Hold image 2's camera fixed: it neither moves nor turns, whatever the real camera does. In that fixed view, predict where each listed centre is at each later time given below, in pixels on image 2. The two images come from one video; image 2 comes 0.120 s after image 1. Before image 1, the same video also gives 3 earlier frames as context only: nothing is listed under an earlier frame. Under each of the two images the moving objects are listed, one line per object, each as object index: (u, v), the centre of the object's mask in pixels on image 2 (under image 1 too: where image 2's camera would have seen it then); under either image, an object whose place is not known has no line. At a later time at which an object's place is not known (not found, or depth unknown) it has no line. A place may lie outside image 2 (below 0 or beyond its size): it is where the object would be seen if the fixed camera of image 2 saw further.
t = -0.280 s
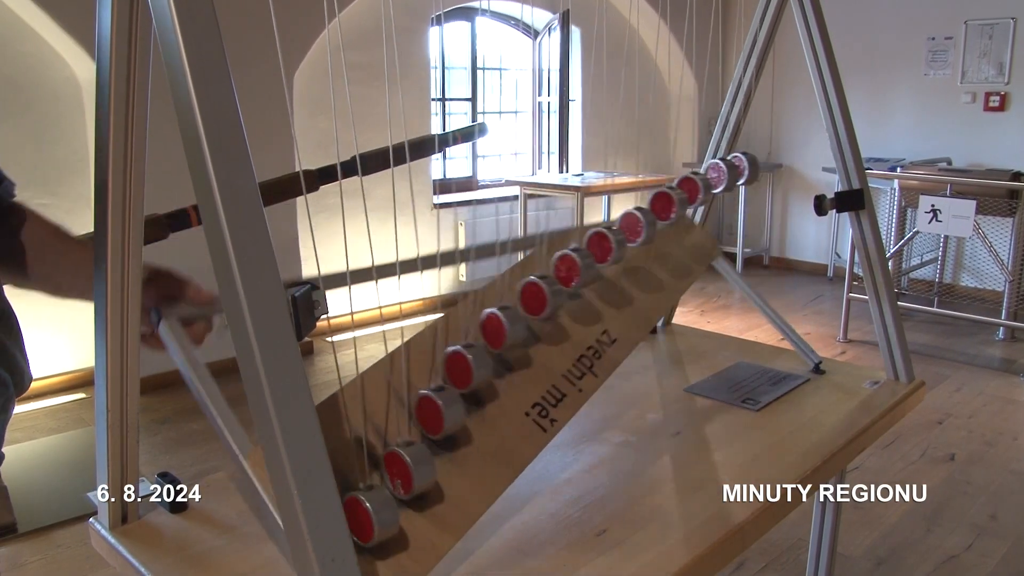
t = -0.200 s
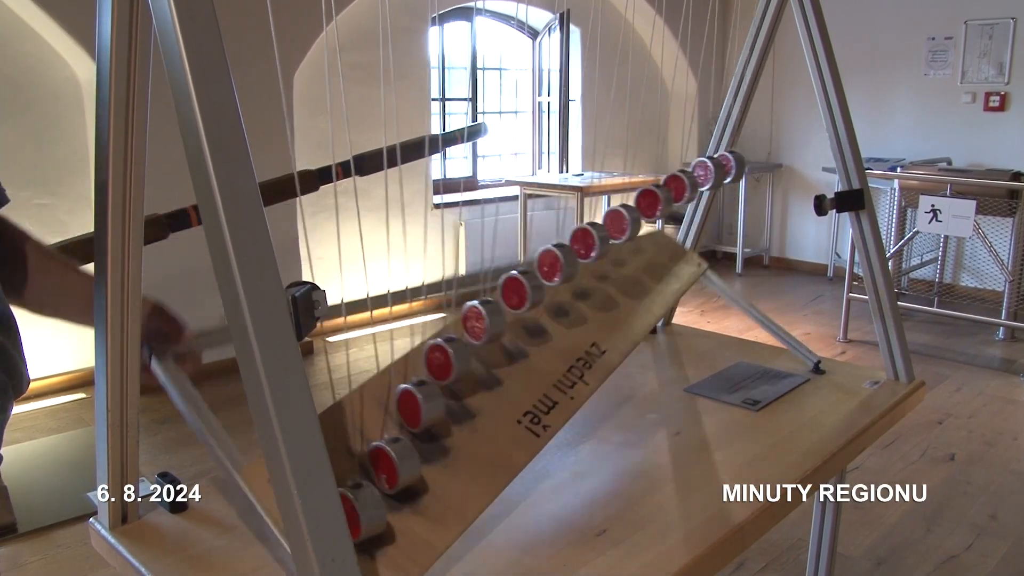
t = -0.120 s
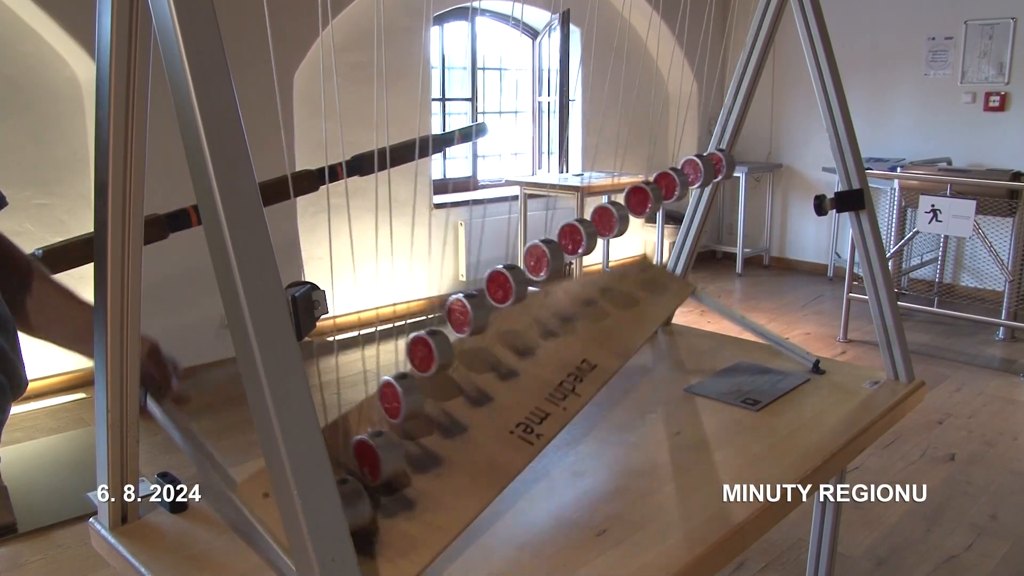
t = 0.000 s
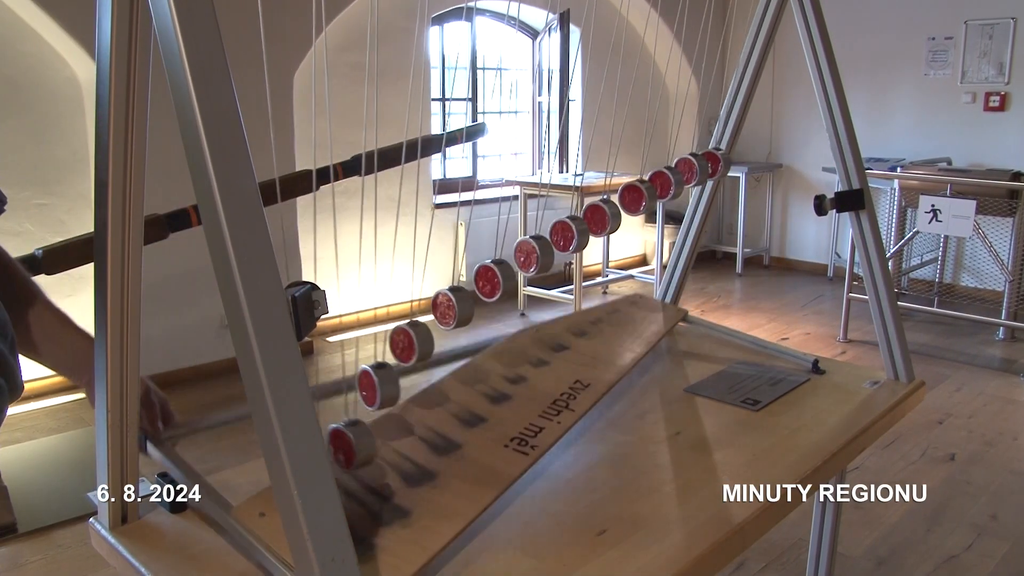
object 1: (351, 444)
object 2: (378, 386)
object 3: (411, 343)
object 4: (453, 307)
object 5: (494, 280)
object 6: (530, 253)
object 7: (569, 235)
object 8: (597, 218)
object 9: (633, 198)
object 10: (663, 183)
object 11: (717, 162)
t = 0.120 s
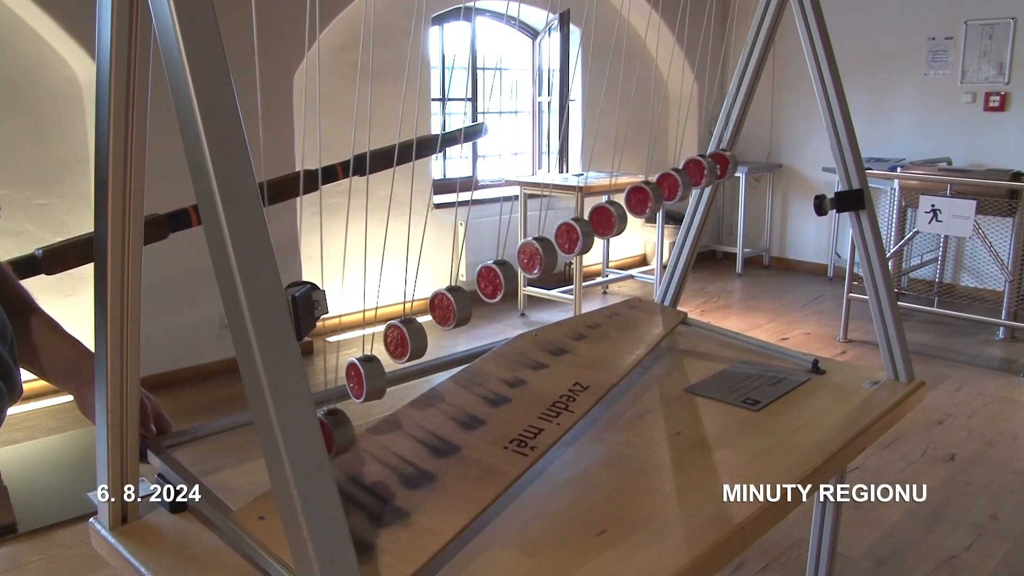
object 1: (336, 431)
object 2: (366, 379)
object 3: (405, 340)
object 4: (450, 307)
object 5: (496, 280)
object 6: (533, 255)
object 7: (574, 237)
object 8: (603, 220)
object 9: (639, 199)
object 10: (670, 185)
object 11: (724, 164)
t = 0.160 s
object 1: (333, 427)
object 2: (364, 378)
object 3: (406, 341)
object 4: (453, 309)
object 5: (499, 282)
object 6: (537, 257)
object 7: (578, 238)
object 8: (608, 222)
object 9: (644, 201)
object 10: (676, 186)
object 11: (729, 164)
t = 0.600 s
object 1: (345, 440)
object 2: (426, 407)
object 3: (495, 373)
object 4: (553, 336)
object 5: (597, 303)
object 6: (631, 274)
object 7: (664, 249)
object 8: (687, 228)
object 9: (717, 205)
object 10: (741, 186)
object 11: (787, 166)
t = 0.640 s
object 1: (352, 445)
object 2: (436, 411)
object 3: (505, 375)
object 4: (561, 336)
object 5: (603, 304)
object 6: (636, 274)
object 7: (668, 248)
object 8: (689, 227)
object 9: (718, 205)
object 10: (741, 186)
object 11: (787, 166)
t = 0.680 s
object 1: (360, 449)
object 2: (446, 413)
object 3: (513, 376)
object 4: (567, 337)
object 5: (608, 303)
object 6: (640, 273)
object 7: (670, 248)
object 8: (690, 227)
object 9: (718, 204)
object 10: (739, 187)
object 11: (785, 166)
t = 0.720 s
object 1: (368, 453)
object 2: (454, 416)
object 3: (520, 377)
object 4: (572, 337)
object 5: (612, 303)
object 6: (642, 273)
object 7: (670, 247)
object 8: (690, 226)
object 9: (716, 204)
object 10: (736, 186)
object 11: (781, 167)
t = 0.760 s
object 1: (377, 456)
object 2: (462, 417)
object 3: (526, 377)
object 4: (574, 337)
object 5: (613, 303)
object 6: (641, 272)
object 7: (668, 248)
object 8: (687, 227)
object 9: (713, 204)
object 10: (733, 186)
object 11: (777, 167)
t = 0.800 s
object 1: (385, 460)
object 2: (470, 419)
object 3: (530, 378)
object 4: (575, 337)
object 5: (612, 303)
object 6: (639, 272)
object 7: (665, 247)
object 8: (683, 227)
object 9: (708, 205)
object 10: (728, 186)
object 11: (772, 168)
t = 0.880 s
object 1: (402, 466)
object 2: (480, 420)
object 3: (532, 378)
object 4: (572, 337)
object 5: (605, 303)
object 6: (630, 272)
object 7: (653, 247)
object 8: (672, 228)
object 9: (694, 204)
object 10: (715, 186)
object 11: (759, 168)
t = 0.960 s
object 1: (414, 470)
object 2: (484, 421)
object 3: (527, 378)
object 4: (561, 337)
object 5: (591, 302)
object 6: (614, 272)
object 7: (637, 247)
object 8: (656, 228)
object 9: (679, 204)
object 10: (699, 186)
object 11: (746, 167)
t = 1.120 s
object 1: (426, 474)
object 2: (471, 419)
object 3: (498, 374)
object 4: (525, 332)
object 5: (551, 298)
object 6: (575, 267)
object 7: (600, 243)
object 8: (624, 224)
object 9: (649, 200)
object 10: (673, 183)
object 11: (723, 164)
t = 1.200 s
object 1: (424, 473)
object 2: (456, 416)
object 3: (478, 369)
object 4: (503, 327)
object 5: (531, 293)
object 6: (558, 264)
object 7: (585, 239)
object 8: (610, 221)
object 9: (638, 199)
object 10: (666, 183)
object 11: (719, 163)
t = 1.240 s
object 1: (420, 471)
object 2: (447, 414)
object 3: (467, 366)
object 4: (493, 324)
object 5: (521, 290)
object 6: (551, 262)
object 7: (579, 238)
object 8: (605, 220)
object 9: (635, 198)
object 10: (668, 183)
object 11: (718, 163)
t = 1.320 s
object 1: (410, 468)
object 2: (429, 409)
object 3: (446, 359)
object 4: (475, 318)
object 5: (507, 285)
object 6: (539, 257)
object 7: (572, 236)
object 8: (599, 219)
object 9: (633, 198)
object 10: (666, 183)
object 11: (721, 163)
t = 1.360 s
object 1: (403, 466)
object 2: (418, 405)
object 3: (437, 357)
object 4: (468, 314)
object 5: (502, 283)
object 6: (536, 256)
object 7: (570, 235)
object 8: (598, 218)
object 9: (635, 198)
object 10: (668, 184)
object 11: (724, 164)
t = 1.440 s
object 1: (386, 461)
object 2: (400, 397)
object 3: (422, 349)
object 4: (456, 309)
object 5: (495, 280)
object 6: (534, 255)
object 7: (571, 236)
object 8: (601, 220)
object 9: (641, 200)
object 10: (676, 187)
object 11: (734, 166)
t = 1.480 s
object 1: (377, 457)
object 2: (392, 393)
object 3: (416, 346)
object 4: (452, 308)
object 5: (494, 279)
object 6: (535, 256)
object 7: (574, 237)
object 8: (605, 221)
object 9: (646, 202)
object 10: (682, 188)
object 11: (740, 167)
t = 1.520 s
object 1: (368, 453)
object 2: (385, 389)
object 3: (411, 344)
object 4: (450, 307)
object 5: (494, 279)
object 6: (537, 257)
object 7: (578, 238)
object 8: (610, 223)
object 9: (652, 203)
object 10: (689, 189)
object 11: (747, 168)
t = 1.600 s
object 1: (350, 445)
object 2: (373, 383)
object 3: (406, 340)
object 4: (451, 308)
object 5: (500, 282)
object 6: (547, 261)
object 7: (590, 242)
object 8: (624, 226)
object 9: (666, 205)
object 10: (703, 191)
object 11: (761, 168)
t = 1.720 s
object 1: (337, 432)
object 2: (365, 378)
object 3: (411, 343)
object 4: (465, 314)
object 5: (518, 290)
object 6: (568, 268)
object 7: (615, 248)
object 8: (649, 230)
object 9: (690, 207)
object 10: (724, 191)
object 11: (778, 167)
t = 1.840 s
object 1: (330, 423)
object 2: (369, 380)
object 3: (428, 351)
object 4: (490, 323)
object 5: (548, 299)
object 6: (598, 273)
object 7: (642, 250)
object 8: (672, 230)
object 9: (710, 207)
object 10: (737, 189)
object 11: (786, 166)
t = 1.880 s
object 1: (329, 421)
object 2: (373, 382)
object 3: (435, 355)
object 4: (500, 326)
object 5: (558, 300)
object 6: (607, 274)
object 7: (650, 250)
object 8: (679, 230)
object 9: (713, 206)
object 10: (739, 188)
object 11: (786, 166)
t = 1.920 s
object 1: (328, 421)
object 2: (378, 386)
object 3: (444, 359)
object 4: (511, 329)
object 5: (569, 301)
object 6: (616, 274)
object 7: (656, 250)
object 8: (683, 229)
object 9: (716, 206)
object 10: (739, 187)
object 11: (785, 167)
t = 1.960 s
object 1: (329, 421)
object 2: (384, 389)
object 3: (454, 363)
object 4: (521, 332)
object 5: (579, 302)
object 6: (623, 274)
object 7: (661, 250)
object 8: (687, 228)
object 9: (717, 205)
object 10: (737, 186)
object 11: (782, 167)
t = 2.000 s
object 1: (330, 423)
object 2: (391, 393)
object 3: (464, 366)
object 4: (532, 334)
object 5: (588, 303)
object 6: (630, 274)
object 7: (665, 249)
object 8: (690, 228)
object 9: (717, 204)
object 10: (735, 186)
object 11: (778, 167)
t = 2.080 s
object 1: (334, 428)
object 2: (408, 400)
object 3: (485, 372)
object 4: (551, 337)
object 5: (603, 303)
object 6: (638, 274)
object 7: (669, 248)
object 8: (689, 226)
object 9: (715, 204)
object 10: (730, 186)
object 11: (767, 168)
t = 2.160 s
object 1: (341, 436)
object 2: (427, 408)
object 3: (504, 375)
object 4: (566, 337)
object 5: (611, 303)
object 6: (641, 273)
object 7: (665, 247)
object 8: (682, 226)
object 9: (703, 203)
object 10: (716, 186)
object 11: (753, 167)
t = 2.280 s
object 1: (359, 449)
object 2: (455, 416)
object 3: (526, 377)
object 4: (574, 337)
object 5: (609, 303)
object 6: (630, 271)
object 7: (648, 246)
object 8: (661, 226)
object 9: (680, 203)
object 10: (693, 185)
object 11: (733, 165)
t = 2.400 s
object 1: (384, 460)
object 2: (475, 420)
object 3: (531, 378)
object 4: (567, 337)
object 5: (592, 301)
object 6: (606, 270)
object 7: (621, 245)
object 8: (636, 225)
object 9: (657, 200)
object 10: (677, 184)
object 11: (721, 163)
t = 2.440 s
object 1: (392, 463)
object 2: (480, 420)
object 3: (530, 378)
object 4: (562, 337)
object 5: (583, 300)
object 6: (596, 269)
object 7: (611, 243)
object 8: (628, 224)
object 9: (651, 200)
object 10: (673, 183)
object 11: (719, 163)
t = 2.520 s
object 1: (407, 468)
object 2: (483, 421)
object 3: (521, 377)
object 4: (545, 335)
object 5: (563, 298)
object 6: (576, 266)
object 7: (595, 240)
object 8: (614, 221)
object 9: (643, 198)
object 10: (669, 183)
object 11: (719, 163)
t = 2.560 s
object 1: (413, 470)
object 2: (482, 421)
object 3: (514, 376)
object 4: (536, 333)
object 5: (552, 297)
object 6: (568, 264)
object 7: (588, 239)
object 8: (608, 220)
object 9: (640, 197)
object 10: (668, 184)
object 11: (721, 163)
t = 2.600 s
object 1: (418, 472)
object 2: (479, 420)
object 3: (505, 375)
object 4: (525, 332)
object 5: (542, 295)
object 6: (559, 263)
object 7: (582, 237)
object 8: (604, 219)
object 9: (638, 198)
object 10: (670, 184)
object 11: (725, 165)
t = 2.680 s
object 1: (425, 473)
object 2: (469, 419)
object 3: (487, 371)
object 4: (504, 327)
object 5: (523, 290)
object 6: (546, 259)
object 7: (574, 235)
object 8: (599, 218)
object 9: (640, 198)
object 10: (675, 186)
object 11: (735, 166)
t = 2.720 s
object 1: (426, 473)
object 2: (462, 418)
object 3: (476, 369)
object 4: (493, 324)
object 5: (514, 288)
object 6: (541, 257)
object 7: (572, 235)
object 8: (599, 219)
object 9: (639, 200)
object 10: (680, 188)
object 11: (740, 167)
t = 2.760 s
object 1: (426, 473)
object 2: (454, 416)
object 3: (466, 366)
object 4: (484, 321)
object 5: (508, 285)
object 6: (537, 256)
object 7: (571, 235)
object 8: (600, 220)
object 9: (643, 201)
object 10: (685, 189)
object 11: (747, 168)
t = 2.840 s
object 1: (421, 471)
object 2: (437, 411)
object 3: (446, 359)
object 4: (468, 315)
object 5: (499, 282)
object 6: (534, 256)
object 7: (574, 237)
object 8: (607, 222)
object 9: (655, 204)
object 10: (699, 191)
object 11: (760, 168)
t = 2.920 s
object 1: (410, 468)
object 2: (418, 405)
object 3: (429, 352)
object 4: (457, 310)
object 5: (495, 280)
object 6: (538, 257)
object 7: (583, 240)
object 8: (620, 225)
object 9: (670, 206)
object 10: (713, 192)
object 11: (773, 168)
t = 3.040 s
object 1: (386, 461)
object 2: (392, 393)
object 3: (412, 344)
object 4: (451, 307)
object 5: (501, 283)
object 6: (553, 263)
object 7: (605, 246)
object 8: (644, 230)
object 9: (693, 207)
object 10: (732, 191)
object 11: (785, 167)
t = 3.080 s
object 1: (377, 457)
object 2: (385, 389)
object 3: (409, 342)
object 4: (453, 308)
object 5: (506, 285)
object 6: (560, 265)
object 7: (613, 247)
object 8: (652, 230)
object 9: (699, 207)
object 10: (736, 191)
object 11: (786, 167)
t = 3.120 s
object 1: (369, 453)
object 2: (379, 386)
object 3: (408, 341)
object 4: (456, 310)
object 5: (512, 287)
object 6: (568, 267)
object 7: (622, 249)
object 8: (660, 231)
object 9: (706, 207)
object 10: (739, 190)
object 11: (785, 167)
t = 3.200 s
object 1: (351, 446)
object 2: (370, 381)
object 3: (409, 342)
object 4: (466, 314)
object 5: (527, 293)
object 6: (587, 271)
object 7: (640, 250)
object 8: (674, 231)
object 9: (714, 206)
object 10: (742, 188)
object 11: (781, 167)
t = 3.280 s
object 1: (341, 437)
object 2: (366, 379)
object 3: (416, 346)
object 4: (481, 320)
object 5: (547, 298)
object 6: (606, 274)
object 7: (654, 250)
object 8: (684, 229)
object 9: (716, 206)
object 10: (738, 187)
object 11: (772, 168)
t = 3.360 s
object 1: (334, 429)
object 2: (367, 379)
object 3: (428, 352)
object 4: (500, 326)
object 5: (568, 301)
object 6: (622, 274)
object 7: (663, 250)
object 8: (688, 228)
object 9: (713, 204)
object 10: (728, 185)
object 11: (759, 168)
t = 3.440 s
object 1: (330, 424)
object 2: (374, 383)
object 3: (445, 359)
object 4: (521, 332)
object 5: (587, 303)
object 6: (634, 274)
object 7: (667, 248)
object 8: (687, 226)
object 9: (704, 202)
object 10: (714, 184)
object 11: (745, 166)
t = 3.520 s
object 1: (329, 421)
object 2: (385, 390)
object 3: (465, 366)
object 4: (542, 335)
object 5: (602, 303)
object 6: (639, 274)
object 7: (665, 247)
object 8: (679, 225)
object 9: (688, 200)
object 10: (699, 184)
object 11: (733, 165)
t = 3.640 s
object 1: (332, 425)
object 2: (409, 401)
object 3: (496, 373)
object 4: (565, 337)
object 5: (611, 303)
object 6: (634, 271)
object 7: (650, 245)
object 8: (658, 224)
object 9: (668, 200)
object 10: (680, 182)
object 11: (721, 163)
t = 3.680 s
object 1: (334, 428)
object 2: (418, 404)
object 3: (505, 375)
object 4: (570, 337)
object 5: (610, 303)
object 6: (630, 271)
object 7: (640, 245)
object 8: (651, 224)
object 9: (660, 199)
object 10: (677, 182)
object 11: (720, 163)
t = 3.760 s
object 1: (341, 435)
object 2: (438, 411)
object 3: (520, 377)
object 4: (574, 337)
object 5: (604, 302)
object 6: (614, 269)
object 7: (622, 243)
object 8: (633, 222)
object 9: (649, 199)
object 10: (672, 183)
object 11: (720, 163)
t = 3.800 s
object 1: (345, 439)
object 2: (447, 414)
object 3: (525, 377)
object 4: (573, 337)
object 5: (599, 302)
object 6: (605, 269)
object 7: (613, 242)
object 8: (626, 221)
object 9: (646, 198)
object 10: (670, 183)
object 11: (723, 164)
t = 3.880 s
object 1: (358, 449)
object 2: (463, 417)
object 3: (530, 378)
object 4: (567, 337)
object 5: (585, 300)
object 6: (585, 267)
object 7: (597, 239)
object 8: (613, 219)
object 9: (640, 197)
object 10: (671, 185)
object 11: (730, 166)
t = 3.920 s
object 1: (366, 453)
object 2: (470, 419)
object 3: (530, 378)
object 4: (561, 337)
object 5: (573, 299)
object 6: (577, 266)
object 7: (590, 238)
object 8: (608, 219)
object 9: (639, 198)
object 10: (673, 186)
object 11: (736, 166)
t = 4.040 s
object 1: (390, 463)
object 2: (481, 421)
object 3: (519, 377)
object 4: (535, 333)
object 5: (542, 295)
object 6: (553, 260)
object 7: (576, 235)
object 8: (600, 219)
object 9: (645, 200)
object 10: (688, 189)
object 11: (754, 169)
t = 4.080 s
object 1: (398, 466)
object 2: (482, 421)
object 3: (512, 377)
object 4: (524, 331)
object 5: (533, 292)
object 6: (547, 258)
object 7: (573, 235)
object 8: (601, 219)
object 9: (650, 201)
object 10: (694, 190)
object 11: (761, 169)
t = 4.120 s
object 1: (406, 468)
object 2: (481, 421)
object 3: (504, 375)
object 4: (514, 330)
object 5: (524, 290)
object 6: (542, 257)
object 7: (572, 235)
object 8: (602, 220)
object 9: (651, 204)
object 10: (700, 191)
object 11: (767, 169)
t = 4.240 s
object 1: (422, 472)
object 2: (468, 419)
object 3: (476, 369)
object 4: (484, 321)
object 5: (504, 283)
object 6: (536, 256)
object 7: (578, 238)
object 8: (616, 224)
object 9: (673, 206)
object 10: (721, 192)
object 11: (781, 167)
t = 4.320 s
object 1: (425, 473)
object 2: (453, 415)
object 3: (455, 363)
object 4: (468, 315)
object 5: (497, 281)
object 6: (538, 257)
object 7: (588, 242)
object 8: (630, 227)
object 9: (688, 207)
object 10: (731, 192)
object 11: (785, 167)
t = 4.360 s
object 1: (425, 473)
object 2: (445, 413)
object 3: (446, 359)
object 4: (463, 312)
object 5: (496, 281)
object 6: (542, 259)
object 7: (595, 244)
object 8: (638, 229)
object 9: (695, 207)
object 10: (735, 191)
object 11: (785, 167)
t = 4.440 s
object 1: (420, 471)
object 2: (427, 407)
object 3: (430, 352)
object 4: (455, 309)
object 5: (498, 281)
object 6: (553, 263)
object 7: (612, 247)
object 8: (654, 230)
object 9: (707, 207)
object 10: (740, 190)
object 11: (780, 167)
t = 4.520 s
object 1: (410, 468)
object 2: (408, 400)
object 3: (417, 346)
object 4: (452, 308)
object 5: (506, 285)
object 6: (568, 267)
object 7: (629, 249)
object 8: (668, 231)
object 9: (713, 207)
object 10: (740, 188)
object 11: (771, 168)
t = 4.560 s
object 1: (403, 466)
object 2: (399, 397)
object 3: (413, 344)
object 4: (454, 309)
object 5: (512, 288)
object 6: (577, 269)
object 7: (637, 250)
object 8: (675, 231)
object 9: (714, 207)
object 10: (737, 187)
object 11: (765, 167)
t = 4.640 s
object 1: (387, 461)
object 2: (385, 389)
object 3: (408, 342)
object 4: (460, 312)
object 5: (527, 293)
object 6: (596, 273)
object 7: (652, 250)
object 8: (683, 229)
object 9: (713, 205)
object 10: (729, 184)
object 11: (752, 167)
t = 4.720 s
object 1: (369, 454)
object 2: (374, 383)
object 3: (410, 342)
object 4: (473, 317)
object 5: (547, 298)
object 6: (614, 274)
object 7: (662, 250)
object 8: (687, 228)
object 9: (706, 203)
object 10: (710, 183)
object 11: (740, 165)
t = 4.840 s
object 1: (346, 442)
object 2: (367, 379)
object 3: (422, 349)
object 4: (500, 326)
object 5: (577, 302)
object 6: (632, 274)
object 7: (666, 249)
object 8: (681, 224)
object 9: (688, 201)
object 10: (689, 183)
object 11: (725, 164)
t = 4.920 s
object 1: (338, 434)
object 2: (368, 380)
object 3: (437, 356)
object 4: (521, 331)
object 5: (594, 303)
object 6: (638, 274)
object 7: (661, 247)
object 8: (671, 224)
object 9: (672, 201)
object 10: (678, 181)
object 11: (721, 163)
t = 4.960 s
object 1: (335, 430)
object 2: (371, 382)
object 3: (446, 360)
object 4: (532, 333)
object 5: (601, 303)
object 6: (638, 274)
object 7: (657, 246)
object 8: (662, 223)
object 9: (665, 200)
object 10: (675, 181)
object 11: (720, 163)
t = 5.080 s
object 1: (331, 423)
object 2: (386, 390)
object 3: (476, 369)
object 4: (558, 336)
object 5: (609, 303)
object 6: (630, 271)
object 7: (631, 243)
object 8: (643, 223)
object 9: (648, 198)
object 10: (672, 183)
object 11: (727, 165)
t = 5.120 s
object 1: (330, 422)
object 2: (393, 394)
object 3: (486, 372)
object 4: (564, 337)
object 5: (609, 303)
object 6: (625, 269)
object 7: (622, 243)
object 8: (635, 223)
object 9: (645, 197)
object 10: (671, 184)
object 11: (731, 166)
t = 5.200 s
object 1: (331, 423)
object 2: (410, 401)
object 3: (504, 375)
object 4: (572, 337)
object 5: (603, 303)
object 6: (604, 269)
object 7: (605, 241)
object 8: (616, 219)
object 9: (641, 197)
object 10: (674, 186)
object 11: (741, 167)
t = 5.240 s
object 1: (332, 425)
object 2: (419, 404)
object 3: (513, 376)
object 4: (573, 337)
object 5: (598, 302)
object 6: (595, 269)
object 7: (597, 240)
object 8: (611, 218)
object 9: (641, 197)
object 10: (678, 187)
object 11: (748, 168)
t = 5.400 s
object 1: (344, 440)
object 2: (455, 415)
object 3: (529, 378)
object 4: (560, 337)
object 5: (563, 298)
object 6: (560, 263)
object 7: (578, 235)
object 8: (601, 219)
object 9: (652, 202)
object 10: (702, 191)
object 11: (772, 169)
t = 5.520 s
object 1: (365, 452)
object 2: (474, 420)
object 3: (523, 377)
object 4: (539, 333)
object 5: (532, 294)
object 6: (543, 258)
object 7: (573, 236)
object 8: (608, 222)
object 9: (671, 205)
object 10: (721, 192)
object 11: (783, 167)
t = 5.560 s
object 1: (373, 456)
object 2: (478, 420)
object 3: (518, 377)
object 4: (524, 331)
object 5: (523, 292)
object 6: (539, 256)
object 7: (575, 237)
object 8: (613, 223)
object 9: (680, 206)
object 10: (727, 192)
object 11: (784, 167)
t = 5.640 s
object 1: (390, 462)
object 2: (480, 421)
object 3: (504, 374)
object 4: (504, 327)
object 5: (510, 286)
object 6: (537, 256)
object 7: (582, 239)
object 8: (626, 227)
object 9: (693, 207)
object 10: (734, 191)
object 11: (782, 167)
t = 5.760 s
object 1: (411, 469)
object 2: (472, 420)
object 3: (475, 368)
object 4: (477, 318)
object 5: (498, 280)
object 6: (543, 259)
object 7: (602, 245)
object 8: (649, 230)
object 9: (708, 206)
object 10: (739, 189)
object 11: (771, 167)
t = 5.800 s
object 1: (417, 471)
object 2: (467, 418)
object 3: (464, 366)
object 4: (470, 315)
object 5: (497, 280)
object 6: (547, 261)
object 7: (610, 247)
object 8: (657, 230)
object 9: (715, 206)
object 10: (738, 188)
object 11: (765, 167)
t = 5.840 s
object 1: (420, 472)
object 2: (460, 417)
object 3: (454, 363)
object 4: (463, 312)
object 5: (497, 280)
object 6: (553, 263)
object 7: (618, 248)
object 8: (664, 231)
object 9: (717, 206)
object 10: (736, 187)
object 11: (759, 167)
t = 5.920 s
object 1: (424, 473)
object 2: (445, 413)
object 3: (437, 356)
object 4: (455, 309)
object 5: (503, 283)
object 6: (568, 267)
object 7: (635, 250)
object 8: (676, 230)
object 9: (716, 206)
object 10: (722, 183)
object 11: (746, 166)
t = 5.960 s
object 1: (424, 473)
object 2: (435, 410)
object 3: (433, 353)
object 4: (453, 308)
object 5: (507, 285)
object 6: (576, 269)
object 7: (643, 250)
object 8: (680, 230)
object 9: (714, 205)
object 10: (714, 183)
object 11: (739, 166)
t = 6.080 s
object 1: (415, 470)
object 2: (407, 400)
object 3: (414, 344)
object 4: (457, 310)
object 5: (528, 293)
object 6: (605, 274)
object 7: (660, 250)
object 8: (686, 228)
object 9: (701, 202)
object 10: (694, 184)
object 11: (726, 164)
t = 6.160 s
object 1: (402, 466)
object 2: (390, 393)
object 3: (414, 342)
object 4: (467, 314)
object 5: (547, 298)
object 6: (620, 275)
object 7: (664, 249)
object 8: (683, 226)
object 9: (683, 201)
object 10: (681, 183)
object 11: (721, 163)
